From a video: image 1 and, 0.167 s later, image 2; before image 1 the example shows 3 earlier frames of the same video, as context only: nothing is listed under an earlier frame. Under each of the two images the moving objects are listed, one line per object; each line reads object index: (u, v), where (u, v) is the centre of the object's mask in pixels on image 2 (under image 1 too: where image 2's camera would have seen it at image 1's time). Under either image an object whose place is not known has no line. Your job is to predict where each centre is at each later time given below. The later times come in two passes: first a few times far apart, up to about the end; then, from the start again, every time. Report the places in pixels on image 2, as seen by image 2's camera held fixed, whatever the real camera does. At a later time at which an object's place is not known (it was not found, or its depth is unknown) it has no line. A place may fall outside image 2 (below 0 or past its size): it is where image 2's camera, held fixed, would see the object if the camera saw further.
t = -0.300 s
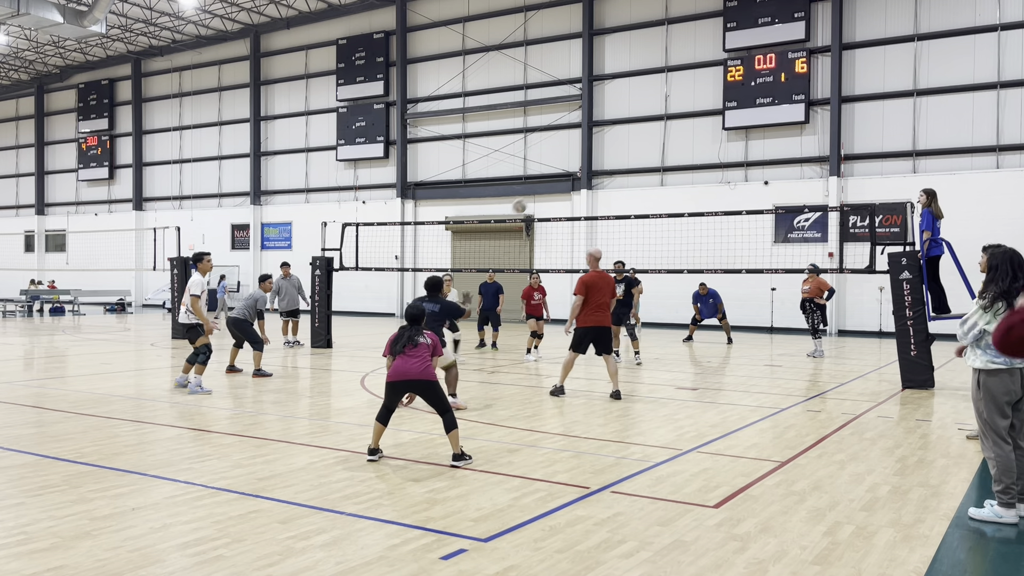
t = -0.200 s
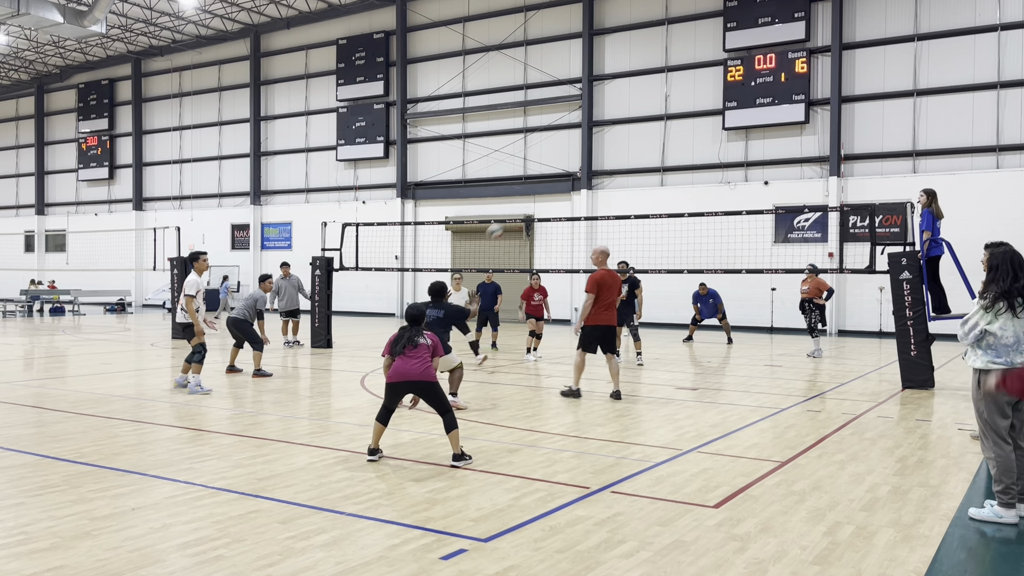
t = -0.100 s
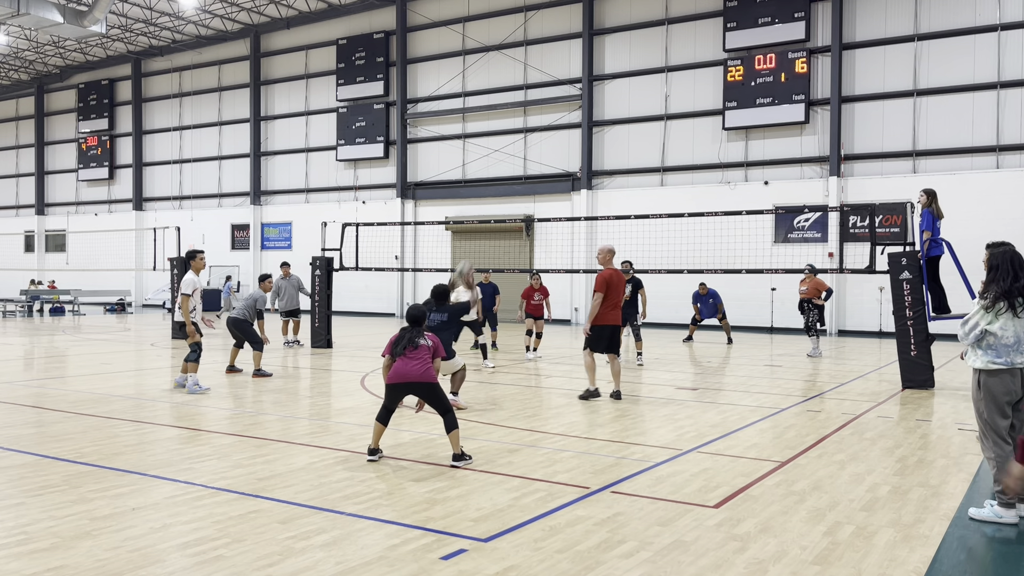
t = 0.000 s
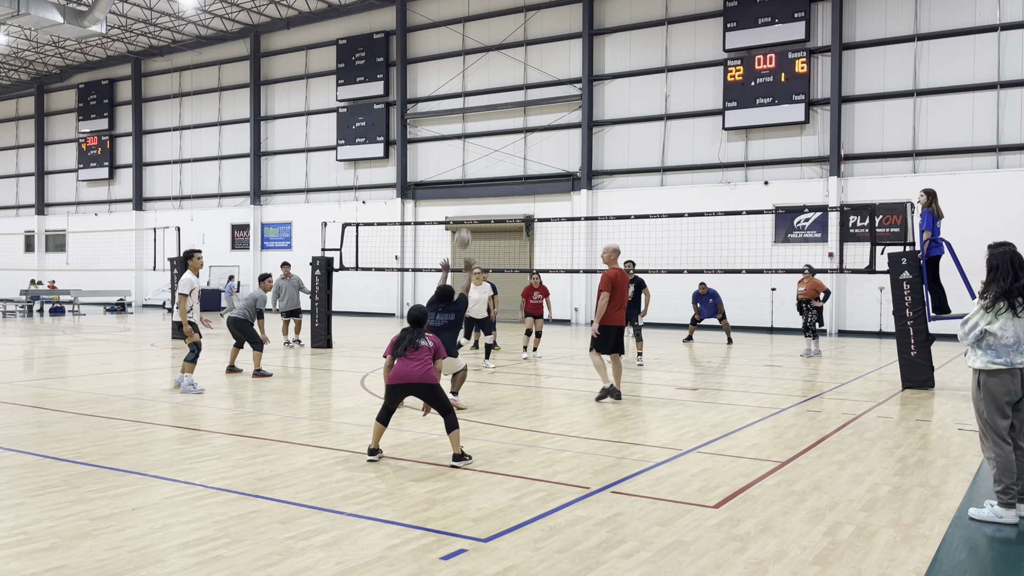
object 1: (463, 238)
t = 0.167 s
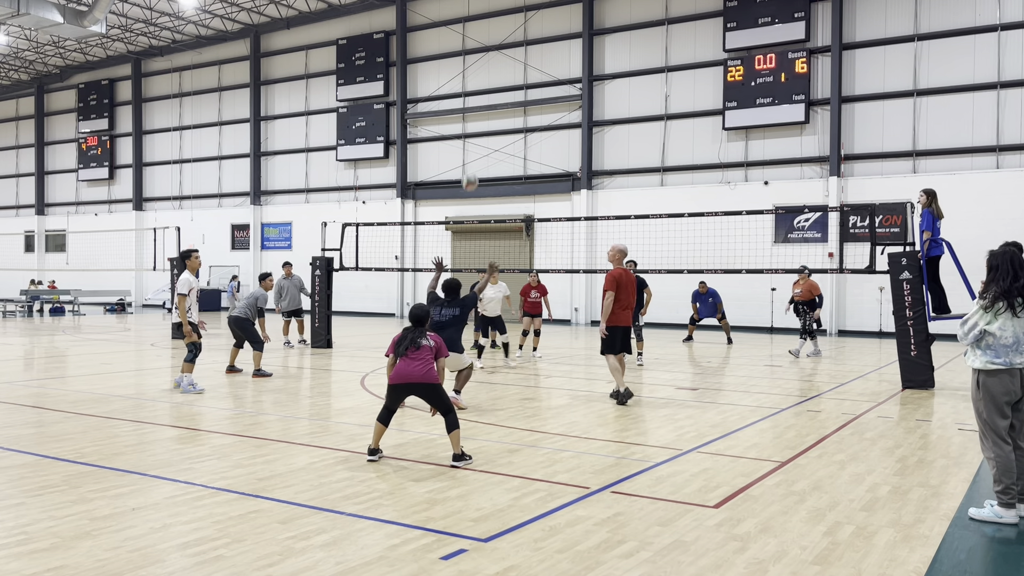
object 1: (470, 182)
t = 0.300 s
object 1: (474, 155)
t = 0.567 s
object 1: (482, 144)
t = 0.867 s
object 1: (489, 191)
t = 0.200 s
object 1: (471, 174)
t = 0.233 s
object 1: (472, 166)
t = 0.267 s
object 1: (473, 160)
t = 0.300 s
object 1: (474, 155)
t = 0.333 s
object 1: (476, 150)
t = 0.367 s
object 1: (477, 146)
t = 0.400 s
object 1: (478, 143)
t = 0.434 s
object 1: (479, 142)
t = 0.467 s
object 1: (480, 141)
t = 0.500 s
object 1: (480, 141)
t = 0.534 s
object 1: (481, 142)
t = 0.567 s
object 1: (482, 144)
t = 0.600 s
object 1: (483, 146)
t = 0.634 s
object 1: (484, 149)
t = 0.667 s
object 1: (485, 153)
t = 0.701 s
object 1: (486, 158)
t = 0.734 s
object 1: (486, 163)
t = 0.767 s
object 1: (487, 169)
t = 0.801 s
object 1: (488, 177)
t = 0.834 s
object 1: (488, 184)
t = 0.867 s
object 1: (489, 191)
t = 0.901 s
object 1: (490, 200)
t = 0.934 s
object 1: (491, 209)
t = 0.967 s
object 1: (491, 219)
